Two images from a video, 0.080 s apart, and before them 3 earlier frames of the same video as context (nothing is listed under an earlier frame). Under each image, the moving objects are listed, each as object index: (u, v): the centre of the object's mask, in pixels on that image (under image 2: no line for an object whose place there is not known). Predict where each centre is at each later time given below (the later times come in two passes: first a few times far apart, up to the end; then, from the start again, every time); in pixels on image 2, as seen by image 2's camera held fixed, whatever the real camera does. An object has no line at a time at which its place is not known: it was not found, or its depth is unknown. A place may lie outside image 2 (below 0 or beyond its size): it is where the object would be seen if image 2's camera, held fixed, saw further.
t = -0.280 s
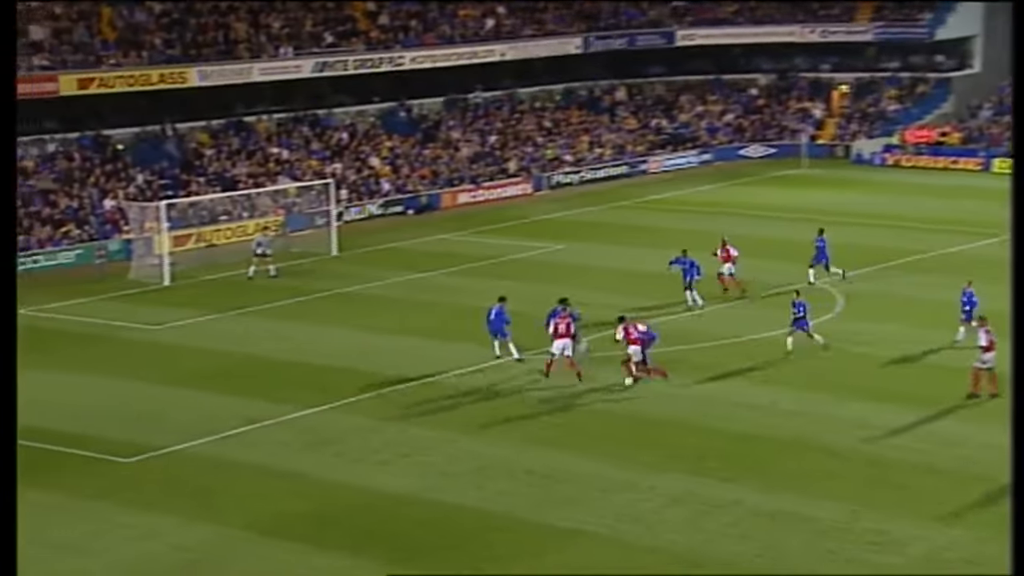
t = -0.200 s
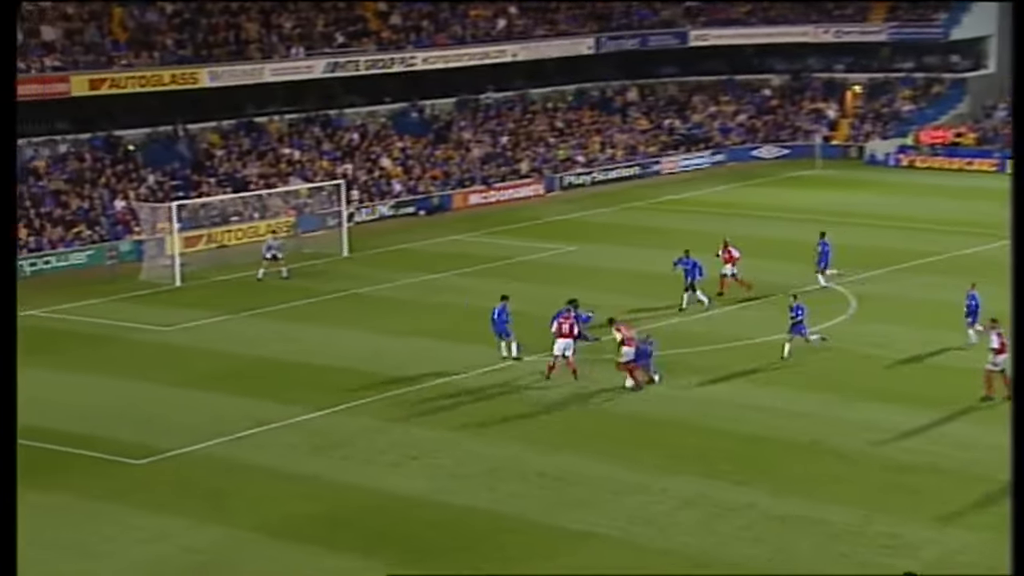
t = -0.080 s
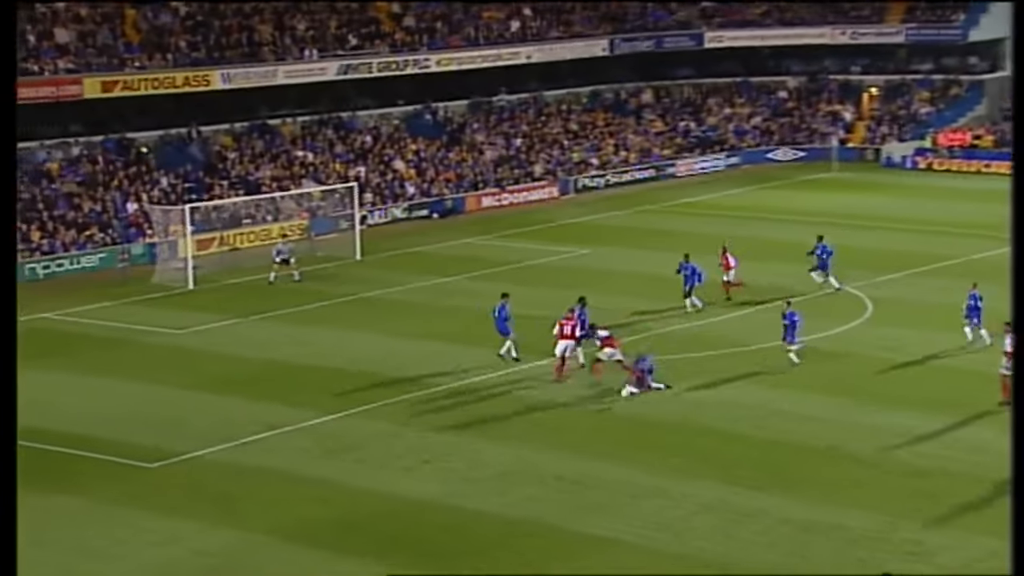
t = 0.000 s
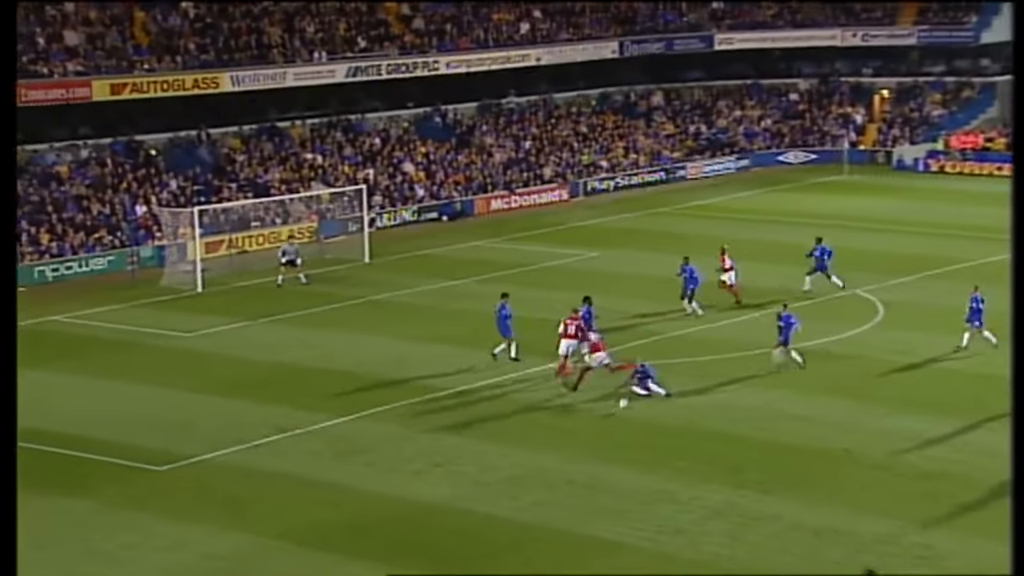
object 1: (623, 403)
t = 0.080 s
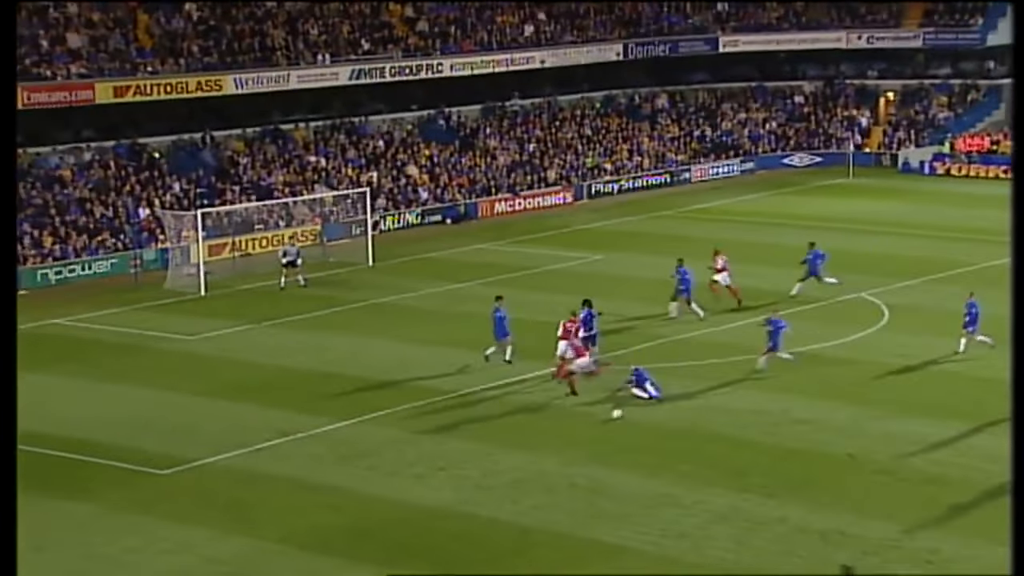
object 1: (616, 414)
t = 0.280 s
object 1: (592, 422)
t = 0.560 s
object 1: (560, 432)
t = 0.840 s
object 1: (530, 445)
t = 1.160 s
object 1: (498, 456)
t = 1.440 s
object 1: (470, 466)
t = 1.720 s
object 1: (445, 475)
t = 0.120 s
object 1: (611, 414)
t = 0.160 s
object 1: (607, 415)
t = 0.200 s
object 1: (602, 416)
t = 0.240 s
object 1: (597, 419)
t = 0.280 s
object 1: (592, 422)
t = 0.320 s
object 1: (587, 424)
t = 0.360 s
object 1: (583, 425)
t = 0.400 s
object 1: (578, 426)
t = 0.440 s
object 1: (574, 428)
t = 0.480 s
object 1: (569, 430)
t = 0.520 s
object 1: (565, 432)
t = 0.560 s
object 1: (560, 432)
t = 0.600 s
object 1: (556, 434)
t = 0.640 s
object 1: (551, 436)
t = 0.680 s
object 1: (547, 438)
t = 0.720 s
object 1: (542, 440)
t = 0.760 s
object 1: (538, 440)
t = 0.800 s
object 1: (534, 442)
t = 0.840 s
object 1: (530, 445)
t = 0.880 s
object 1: (526, 446)
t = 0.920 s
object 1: (522, 446)
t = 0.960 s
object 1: (518, 448)
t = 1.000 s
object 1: (514, 451)
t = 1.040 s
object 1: (510, 452)
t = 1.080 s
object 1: (506, 453)
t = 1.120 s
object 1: (502, 454)
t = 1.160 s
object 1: (498, 456)
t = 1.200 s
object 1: (494, 458)
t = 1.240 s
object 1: (490, 460)
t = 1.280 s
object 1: (486, 461)
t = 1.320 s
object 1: (482, 462)
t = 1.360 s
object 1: (478, 464)
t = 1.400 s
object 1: (474, 465)
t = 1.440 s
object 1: (470, 466)
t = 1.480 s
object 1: (466, 468)
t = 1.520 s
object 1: (462, 469)
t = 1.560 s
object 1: (459, 470)
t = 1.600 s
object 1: (455, 471)
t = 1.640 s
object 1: (452, 472)
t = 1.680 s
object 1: (448, 474)
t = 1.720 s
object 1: (445, 475)
